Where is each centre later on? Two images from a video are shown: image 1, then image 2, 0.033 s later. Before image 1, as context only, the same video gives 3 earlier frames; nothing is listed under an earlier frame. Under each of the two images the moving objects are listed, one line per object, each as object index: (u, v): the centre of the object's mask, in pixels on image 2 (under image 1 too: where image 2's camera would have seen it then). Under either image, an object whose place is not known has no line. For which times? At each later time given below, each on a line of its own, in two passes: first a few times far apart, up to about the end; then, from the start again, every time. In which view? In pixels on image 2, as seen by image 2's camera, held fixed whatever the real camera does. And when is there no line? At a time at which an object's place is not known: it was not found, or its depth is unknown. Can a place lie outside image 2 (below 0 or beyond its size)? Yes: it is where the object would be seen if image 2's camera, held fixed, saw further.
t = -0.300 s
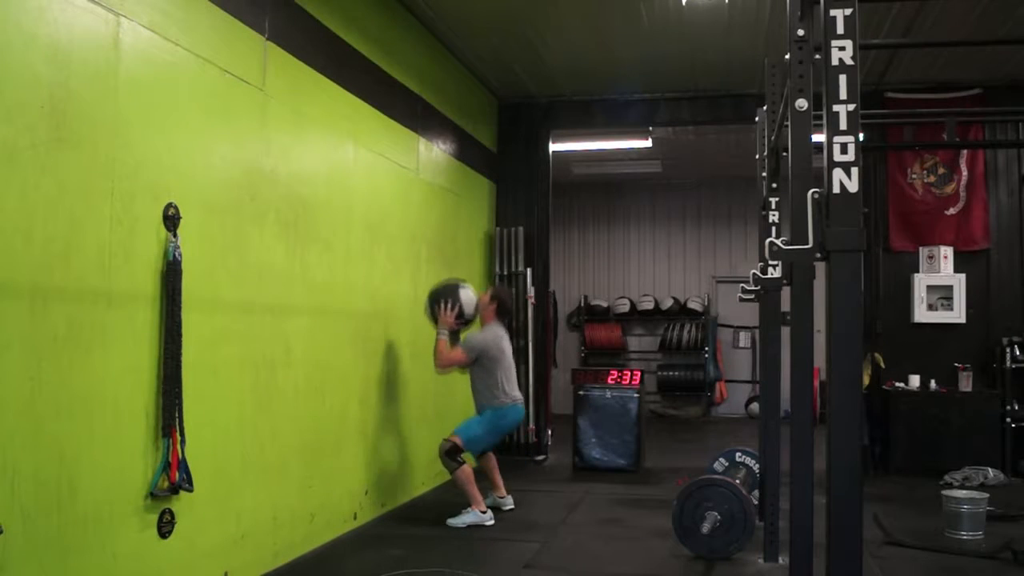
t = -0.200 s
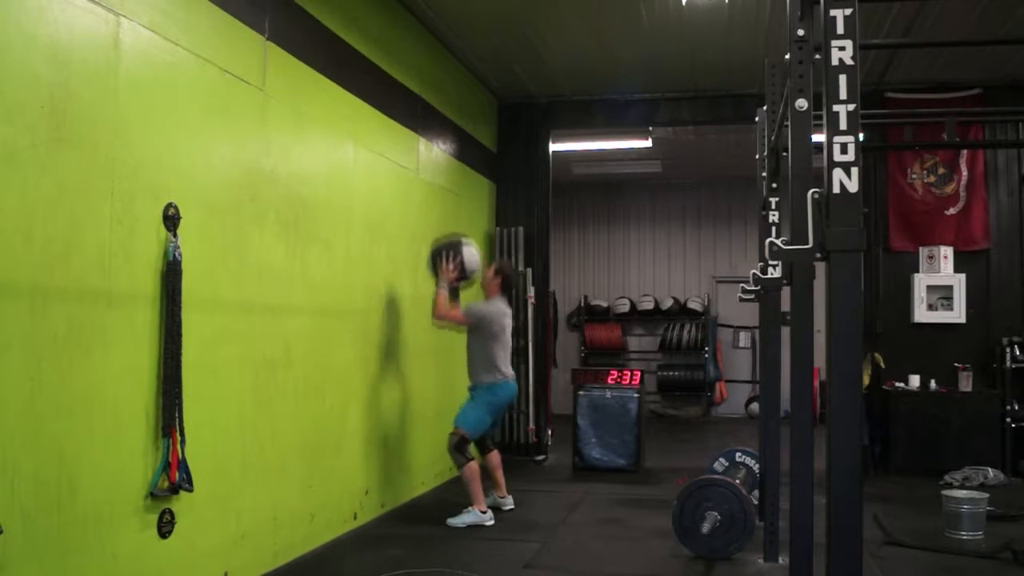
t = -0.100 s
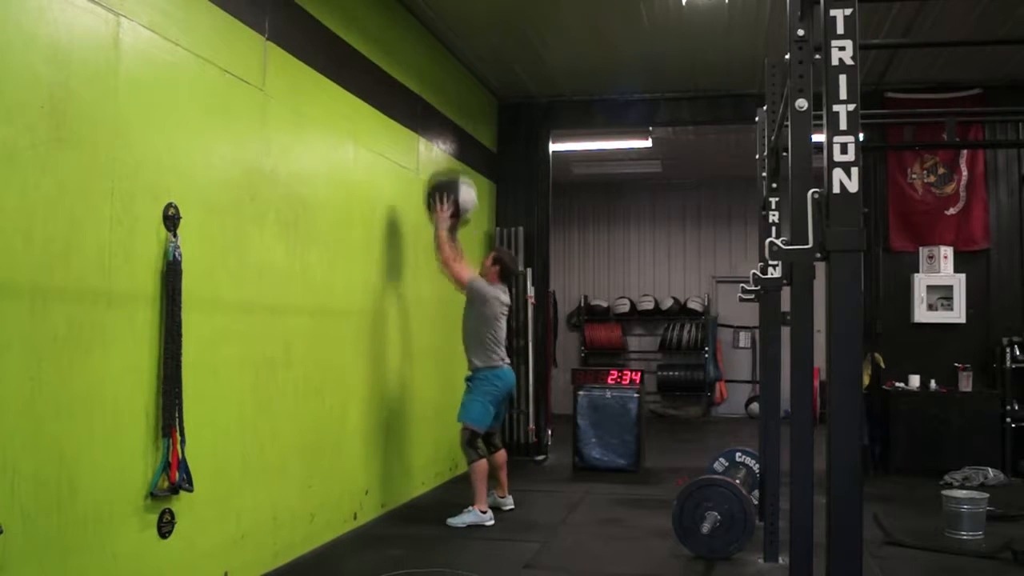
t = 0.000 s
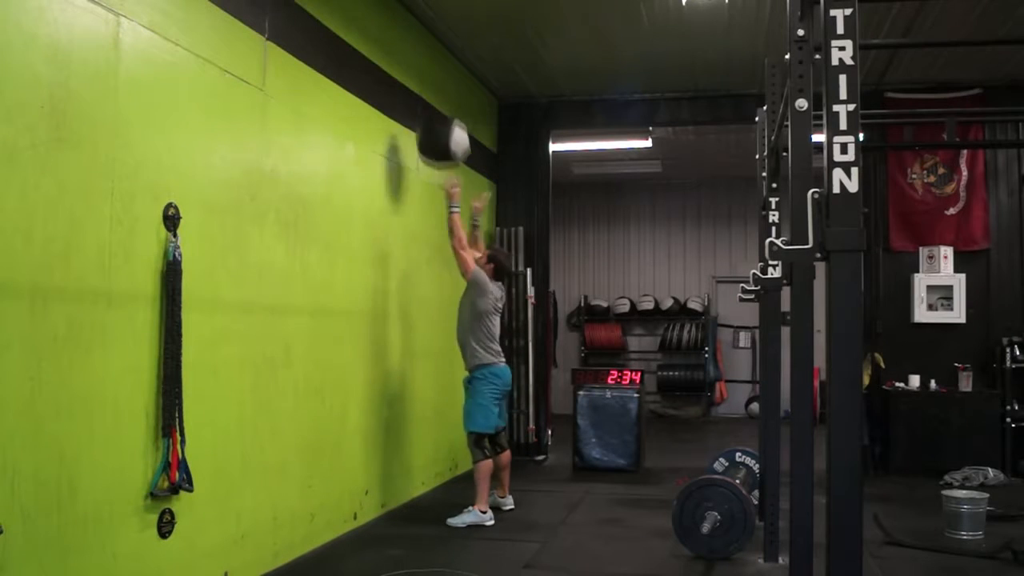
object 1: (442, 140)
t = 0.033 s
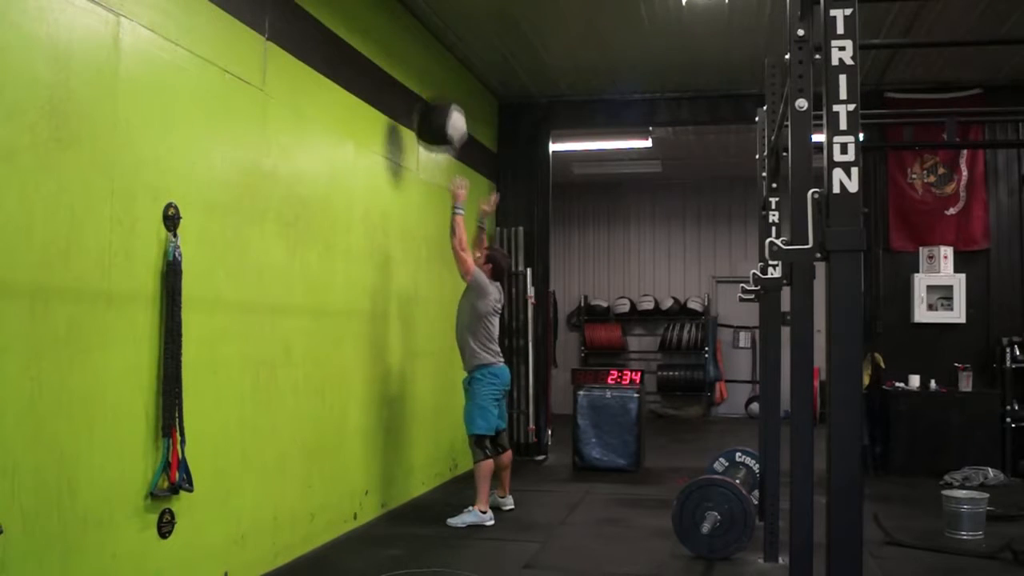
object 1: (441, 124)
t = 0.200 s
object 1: (426, 66)
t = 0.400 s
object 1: (415, 49)
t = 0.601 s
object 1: (426, 84)
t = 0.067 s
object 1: (439, 109)
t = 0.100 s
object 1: (436, 94)
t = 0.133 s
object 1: (433, 83)
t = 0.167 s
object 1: (429, 75)
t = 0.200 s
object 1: (426, 66)
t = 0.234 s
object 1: (423, 60)
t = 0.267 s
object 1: (420, 55)
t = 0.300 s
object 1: (417, 51)
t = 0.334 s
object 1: (415, 49)
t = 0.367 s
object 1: (415, 48)
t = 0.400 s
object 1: (415, 49)
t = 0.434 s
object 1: (416, 51)
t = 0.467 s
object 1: (417, 54)
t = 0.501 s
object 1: (420, 59)
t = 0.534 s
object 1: (421, 65)
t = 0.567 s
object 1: (423, 74)
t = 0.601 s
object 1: (426, 84)
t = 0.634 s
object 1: (427, 96)
